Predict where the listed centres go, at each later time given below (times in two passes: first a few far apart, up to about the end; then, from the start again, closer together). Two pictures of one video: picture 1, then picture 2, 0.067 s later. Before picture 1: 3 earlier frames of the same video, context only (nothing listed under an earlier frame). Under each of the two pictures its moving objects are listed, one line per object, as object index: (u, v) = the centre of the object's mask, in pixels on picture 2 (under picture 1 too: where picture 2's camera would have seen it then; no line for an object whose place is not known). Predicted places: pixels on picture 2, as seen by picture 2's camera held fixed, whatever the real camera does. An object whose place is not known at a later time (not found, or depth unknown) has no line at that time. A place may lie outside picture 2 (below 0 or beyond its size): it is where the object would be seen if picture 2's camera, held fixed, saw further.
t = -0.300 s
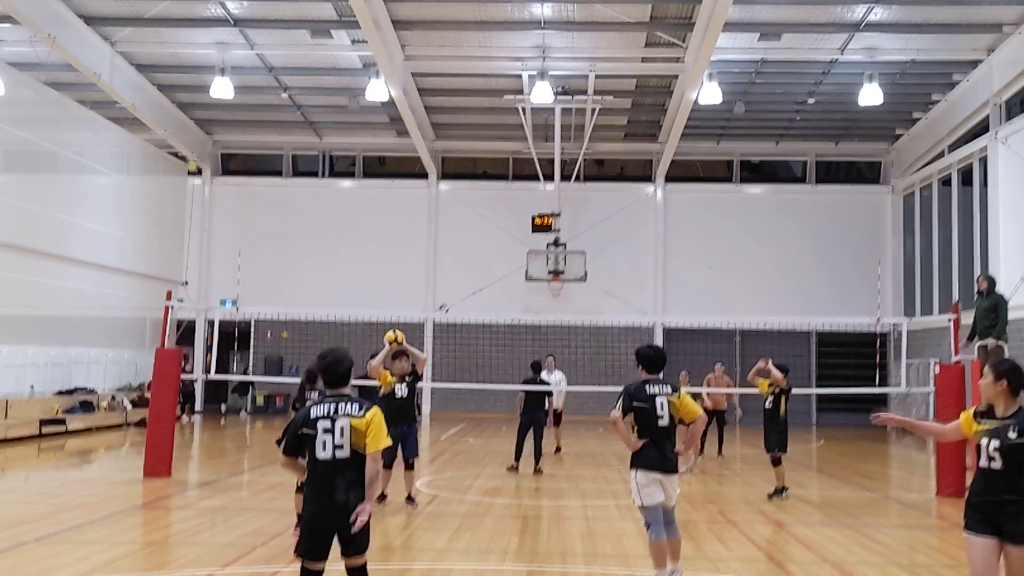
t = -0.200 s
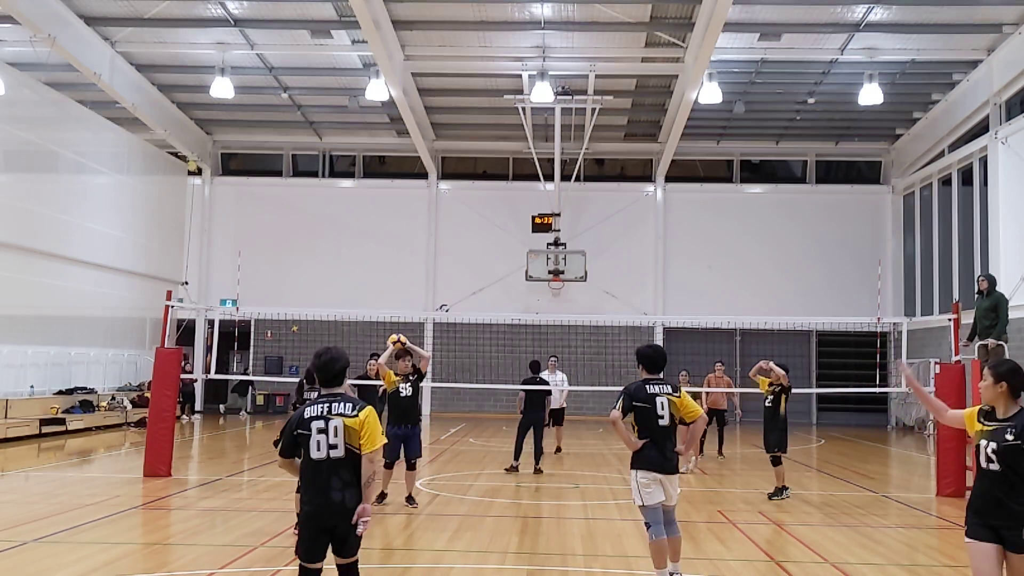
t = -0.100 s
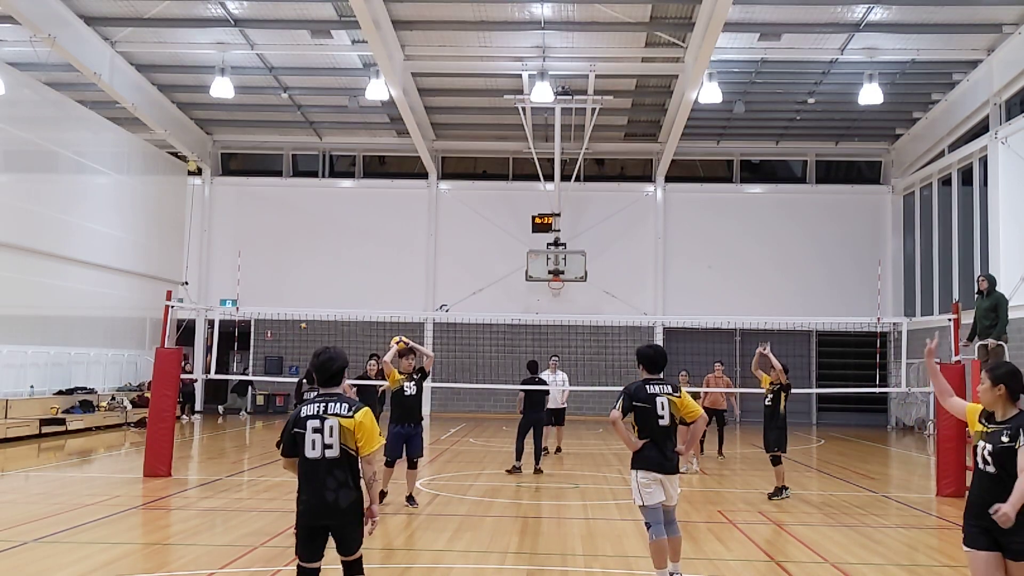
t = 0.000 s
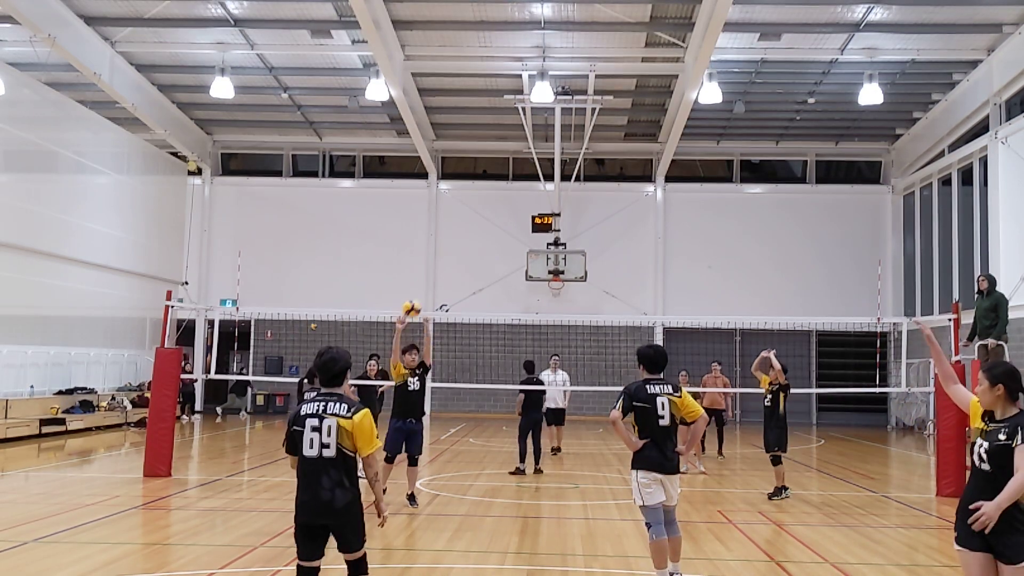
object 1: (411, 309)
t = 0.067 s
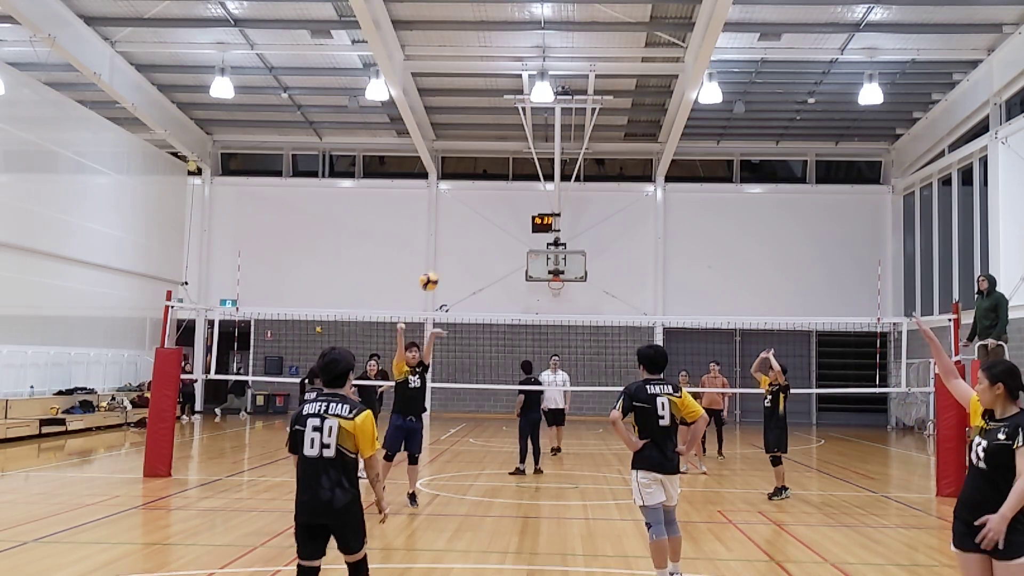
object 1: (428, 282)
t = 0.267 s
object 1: (487, 214)
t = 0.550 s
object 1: (589, 165)
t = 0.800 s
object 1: (710, 197)
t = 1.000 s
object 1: (852, 317)
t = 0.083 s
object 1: (433, 275)
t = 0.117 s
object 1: (443, 262)
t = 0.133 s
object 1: (447, 256)
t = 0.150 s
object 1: (452, 250)
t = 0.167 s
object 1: (456, 245)
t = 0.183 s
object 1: (462, 239)
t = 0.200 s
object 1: (467, 234)
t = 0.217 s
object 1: (471, 229)
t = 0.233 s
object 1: (477, 224)
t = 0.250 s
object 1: (482, 219)
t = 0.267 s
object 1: (487, 214)
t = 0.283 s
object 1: (493, 209)
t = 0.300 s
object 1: (498, 205)
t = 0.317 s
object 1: (503, 201)
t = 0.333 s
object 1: (508, 197)
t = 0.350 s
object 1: (514, 193)
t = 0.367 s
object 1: (520, 189)
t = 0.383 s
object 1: (526, 186)
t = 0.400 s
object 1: (532, 183)
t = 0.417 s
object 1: (538, 179)
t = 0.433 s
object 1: (543, 177)
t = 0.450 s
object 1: (550, 174)
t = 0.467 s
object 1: (556, 172)
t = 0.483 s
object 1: (561, 170)
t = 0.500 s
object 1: (568, 169)
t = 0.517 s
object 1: (575, 167)
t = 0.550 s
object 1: (589, 165)
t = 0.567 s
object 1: (595, 165)
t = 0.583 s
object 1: (602, 165)
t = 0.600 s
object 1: (609, 165)
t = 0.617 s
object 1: (617, 165)
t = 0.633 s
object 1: (624, 166)
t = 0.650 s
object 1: (632, 167)
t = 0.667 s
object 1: (640, 168)
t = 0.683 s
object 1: (647, 170)
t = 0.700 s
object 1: (656, 172)
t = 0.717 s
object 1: (665, 175)
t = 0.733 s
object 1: (674, 178)
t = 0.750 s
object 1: (682, 181)
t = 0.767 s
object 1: (691, 186)
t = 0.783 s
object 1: (700, 191)
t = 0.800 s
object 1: (710, 197)
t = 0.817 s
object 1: (720, 203)
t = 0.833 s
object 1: (730, 210)
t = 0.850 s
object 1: (741, 217)
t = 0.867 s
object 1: (752, 225)
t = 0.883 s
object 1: (763, 234)
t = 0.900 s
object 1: (774, 243)
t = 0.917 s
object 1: (786, 254)
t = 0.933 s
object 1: (799, 264)
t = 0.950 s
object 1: (811, 276)
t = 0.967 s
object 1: (825, 289)
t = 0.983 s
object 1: (837, 302)
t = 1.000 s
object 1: (852, 317)
